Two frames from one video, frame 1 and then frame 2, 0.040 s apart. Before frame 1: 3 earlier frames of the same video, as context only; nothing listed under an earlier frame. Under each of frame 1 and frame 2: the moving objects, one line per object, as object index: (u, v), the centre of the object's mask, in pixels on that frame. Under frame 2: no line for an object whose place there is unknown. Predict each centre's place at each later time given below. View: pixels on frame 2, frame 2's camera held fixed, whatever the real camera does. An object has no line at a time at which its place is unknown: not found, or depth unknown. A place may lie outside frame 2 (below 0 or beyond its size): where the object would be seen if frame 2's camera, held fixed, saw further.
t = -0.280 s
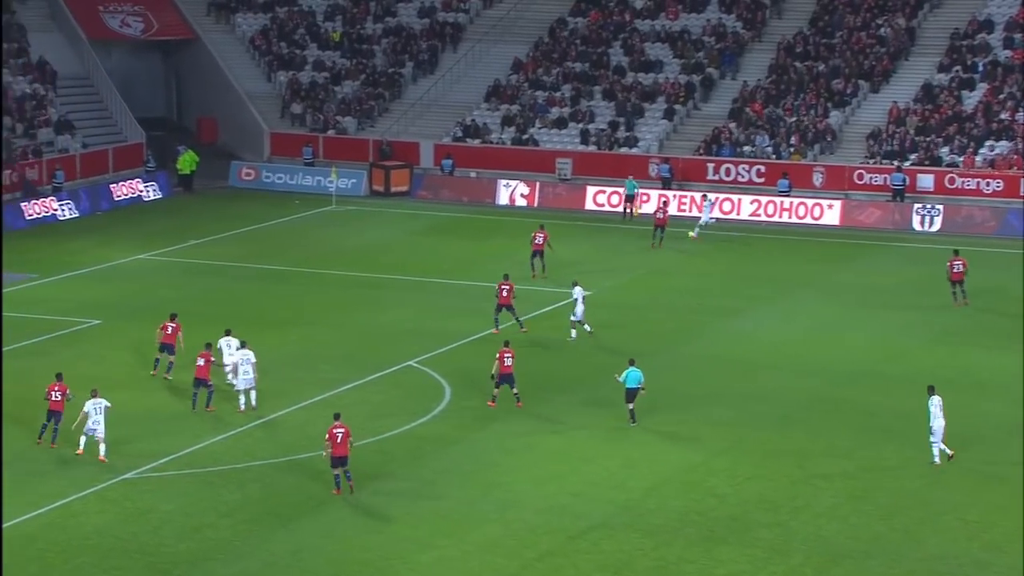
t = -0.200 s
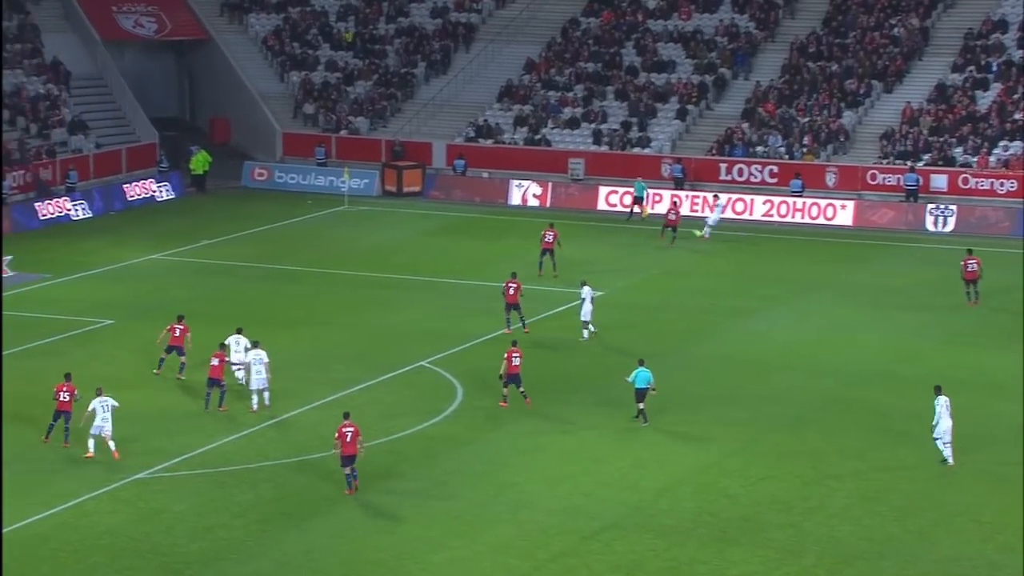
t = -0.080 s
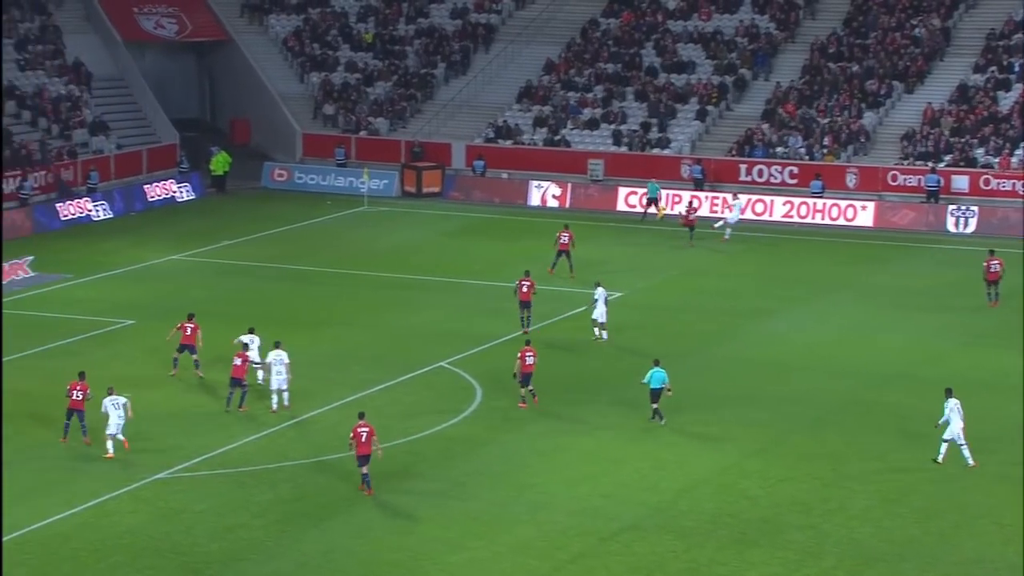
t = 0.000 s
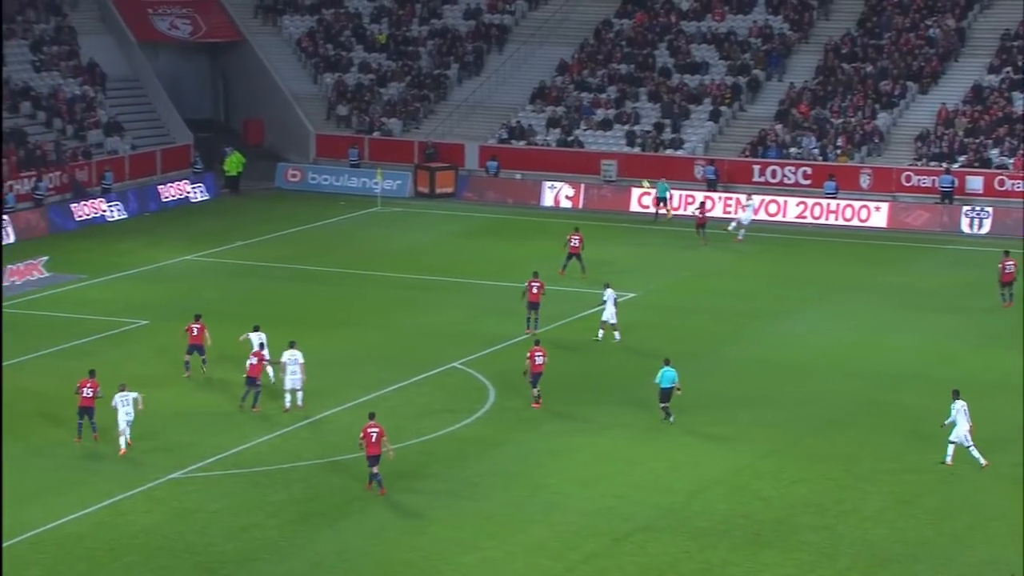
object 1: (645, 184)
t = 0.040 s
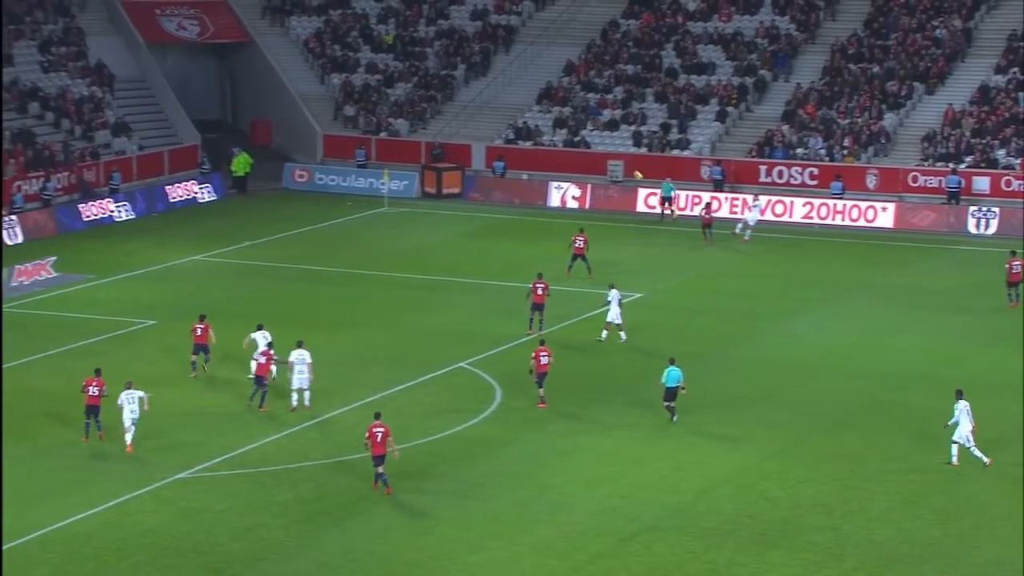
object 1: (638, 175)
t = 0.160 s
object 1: (597, 150)
